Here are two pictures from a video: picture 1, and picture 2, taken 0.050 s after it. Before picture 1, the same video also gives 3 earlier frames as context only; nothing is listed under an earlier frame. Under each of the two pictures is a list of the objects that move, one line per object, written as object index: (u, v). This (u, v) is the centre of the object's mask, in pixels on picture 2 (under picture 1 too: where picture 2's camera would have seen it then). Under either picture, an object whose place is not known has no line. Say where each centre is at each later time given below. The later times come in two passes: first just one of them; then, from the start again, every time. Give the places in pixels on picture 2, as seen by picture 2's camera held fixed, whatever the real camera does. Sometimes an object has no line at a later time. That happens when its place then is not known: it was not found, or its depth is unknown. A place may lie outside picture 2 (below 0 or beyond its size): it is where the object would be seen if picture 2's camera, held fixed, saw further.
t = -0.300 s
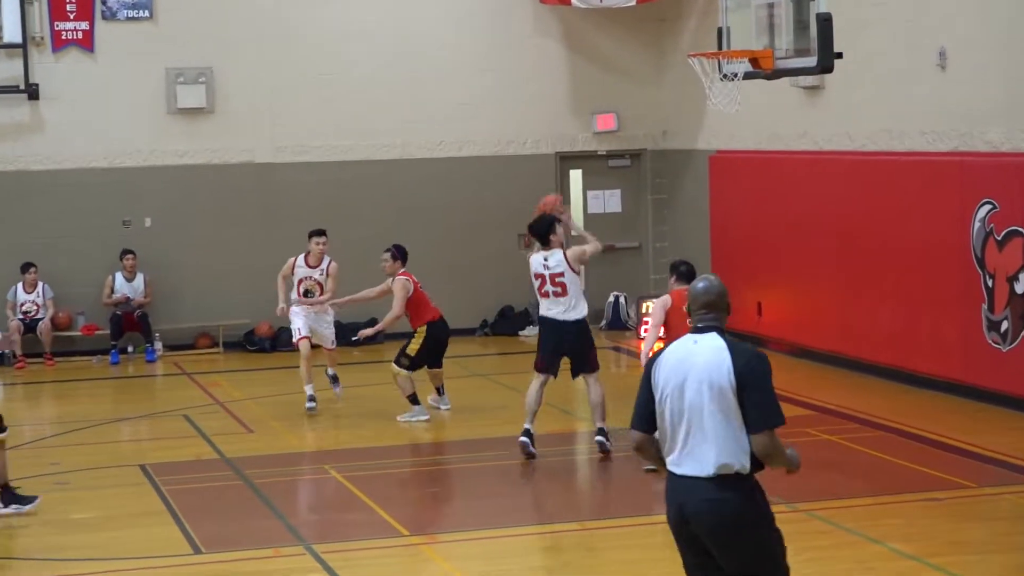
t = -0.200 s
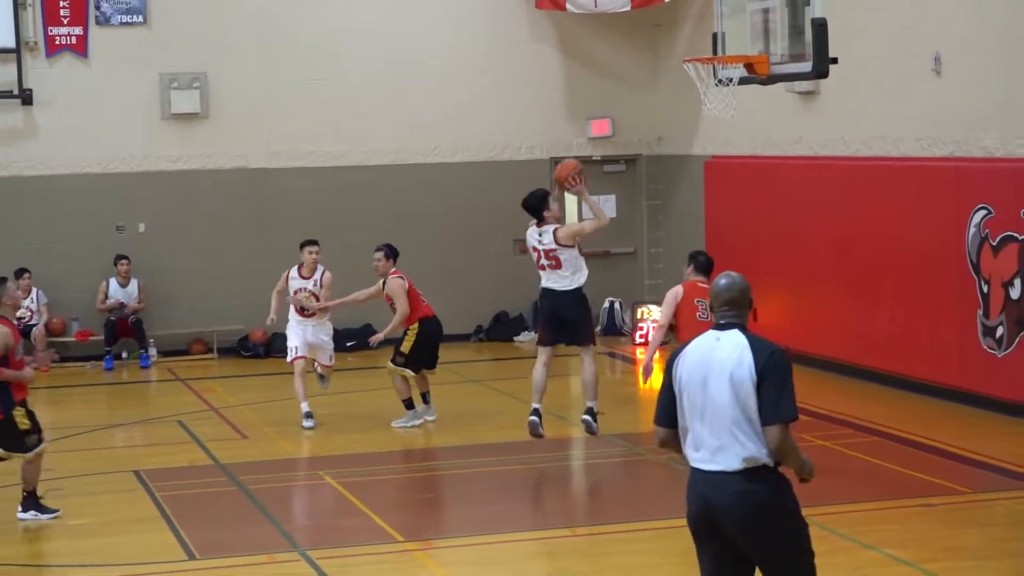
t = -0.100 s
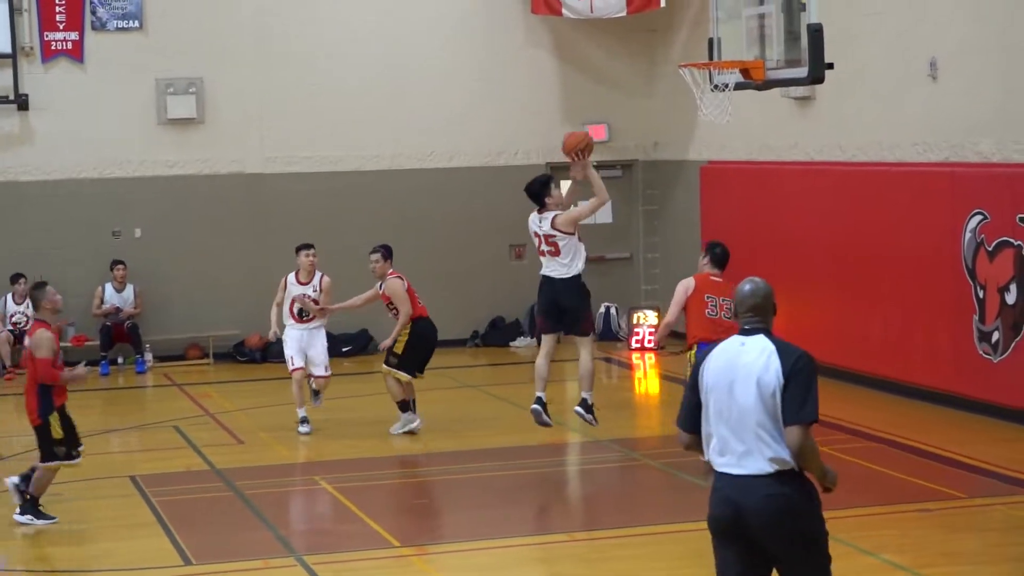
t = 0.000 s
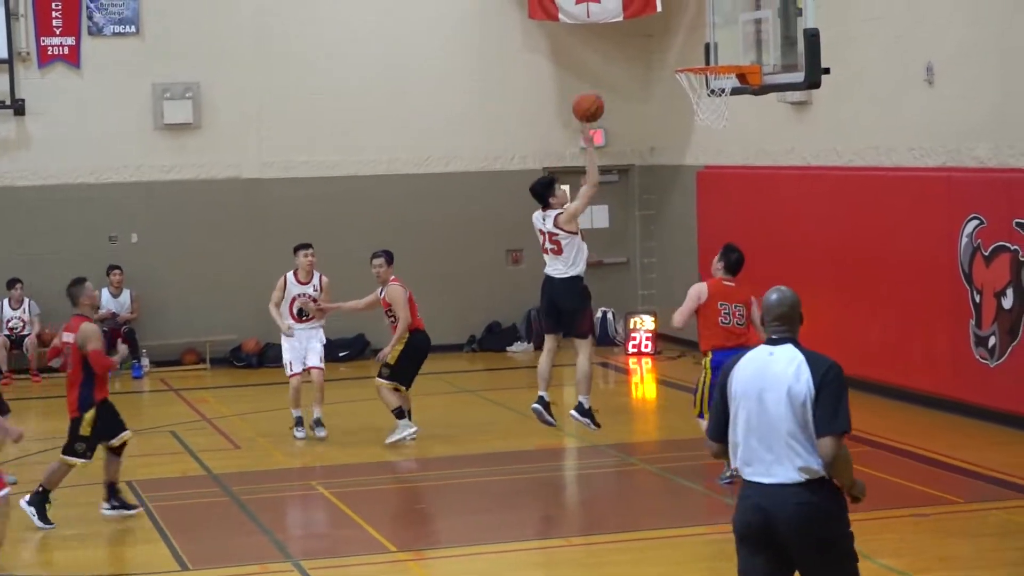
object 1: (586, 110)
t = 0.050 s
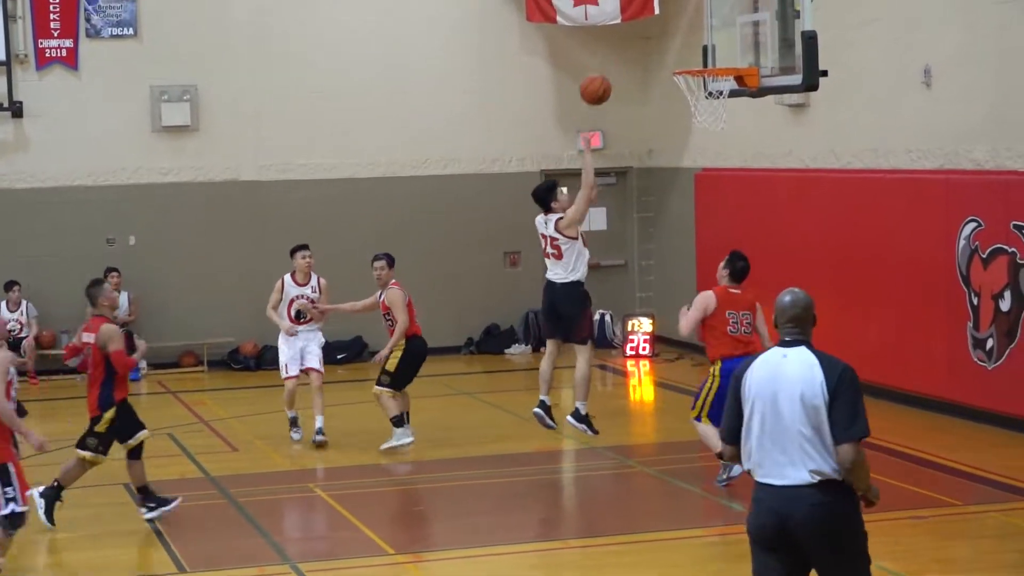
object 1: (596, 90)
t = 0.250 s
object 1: (632, 42)
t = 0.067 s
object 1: (598, 83)
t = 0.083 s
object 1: (601, 77)
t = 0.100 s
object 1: (604, 72)
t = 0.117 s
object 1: (607, 67)
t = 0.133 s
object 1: (611, 63)
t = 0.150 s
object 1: (614, 58)
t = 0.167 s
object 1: (617, 55)
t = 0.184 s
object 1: (619, 52)
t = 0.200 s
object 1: (623, 49)
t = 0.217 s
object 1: (626, 46)
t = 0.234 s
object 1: (629, 44)
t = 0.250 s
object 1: (632, 42)
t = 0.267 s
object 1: (635, 41)
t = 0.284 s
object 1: (638, 40)
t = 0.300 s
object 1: (641, 39)
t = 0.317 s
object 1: (644, 39)
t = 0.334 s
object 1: (647, 39)
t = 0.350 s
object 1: (650, 39)
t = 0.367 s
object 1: (653, 40)
